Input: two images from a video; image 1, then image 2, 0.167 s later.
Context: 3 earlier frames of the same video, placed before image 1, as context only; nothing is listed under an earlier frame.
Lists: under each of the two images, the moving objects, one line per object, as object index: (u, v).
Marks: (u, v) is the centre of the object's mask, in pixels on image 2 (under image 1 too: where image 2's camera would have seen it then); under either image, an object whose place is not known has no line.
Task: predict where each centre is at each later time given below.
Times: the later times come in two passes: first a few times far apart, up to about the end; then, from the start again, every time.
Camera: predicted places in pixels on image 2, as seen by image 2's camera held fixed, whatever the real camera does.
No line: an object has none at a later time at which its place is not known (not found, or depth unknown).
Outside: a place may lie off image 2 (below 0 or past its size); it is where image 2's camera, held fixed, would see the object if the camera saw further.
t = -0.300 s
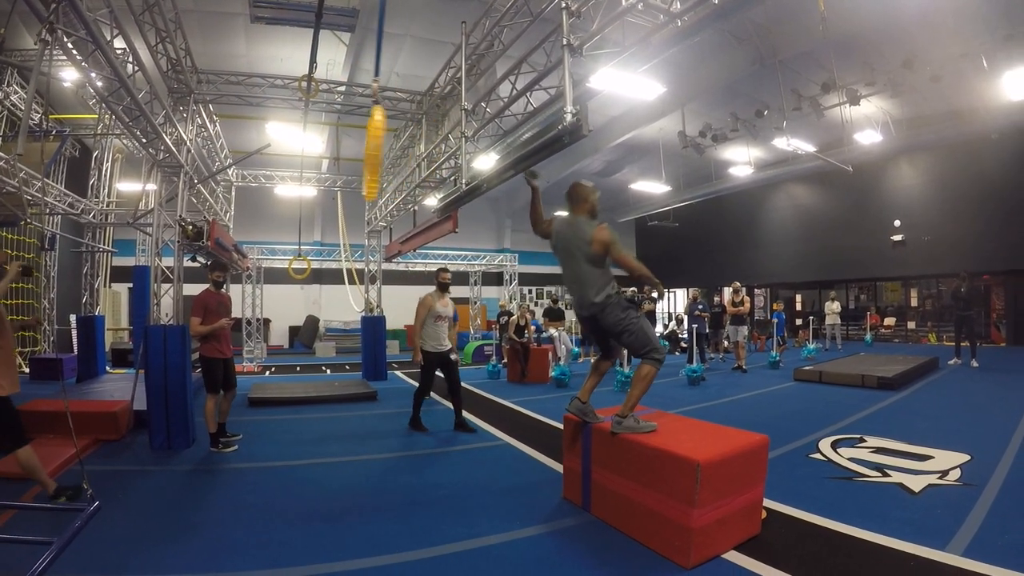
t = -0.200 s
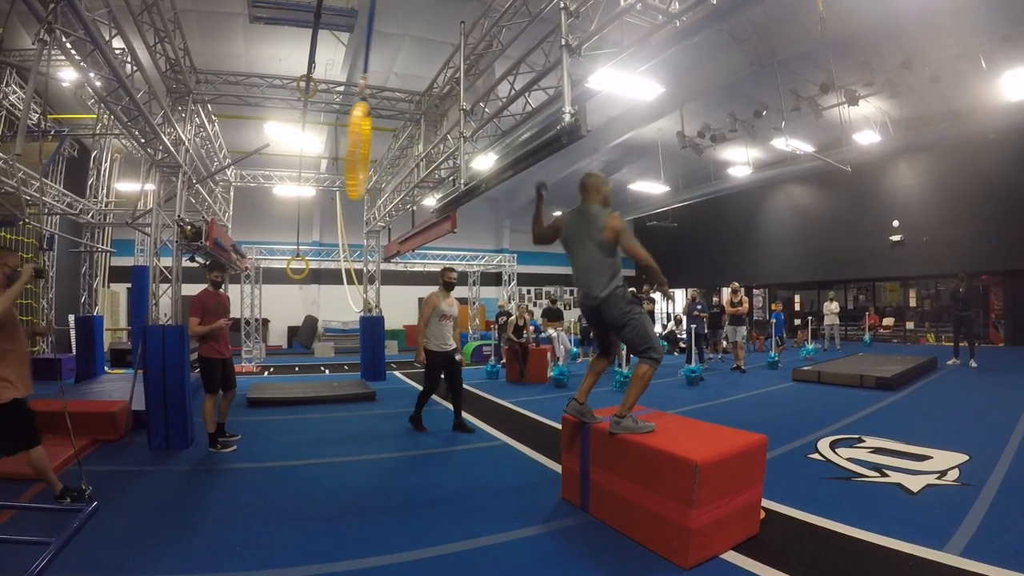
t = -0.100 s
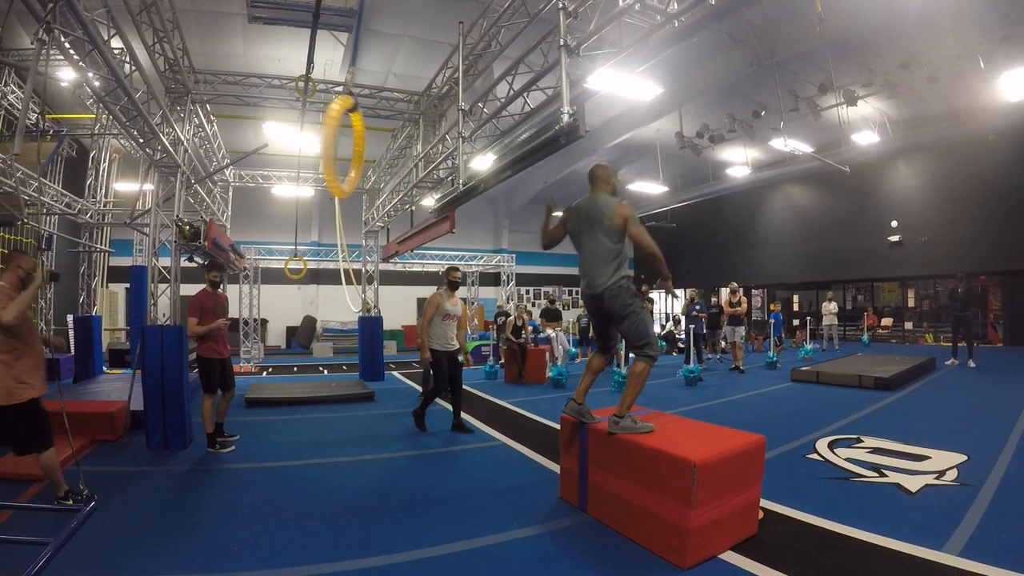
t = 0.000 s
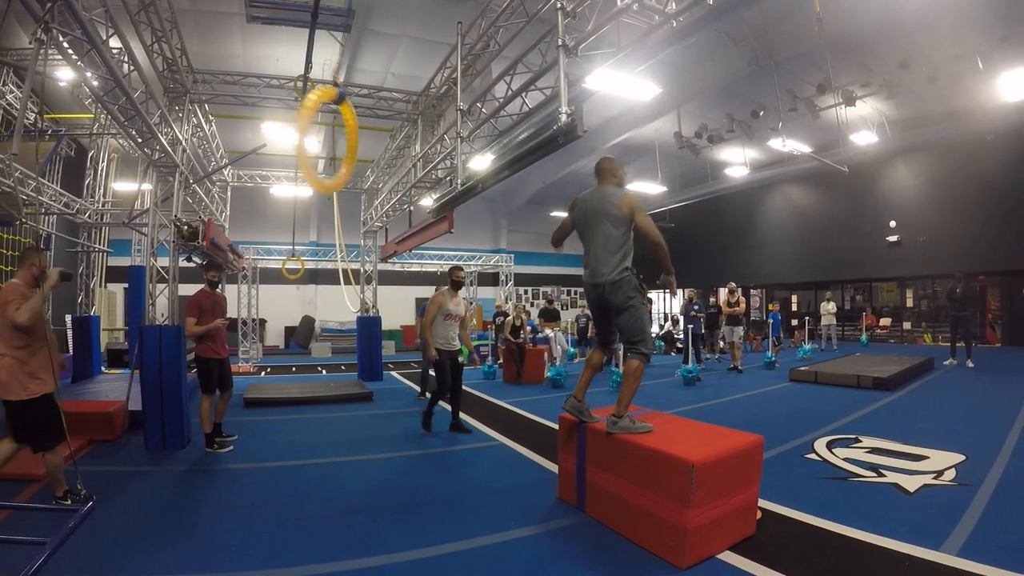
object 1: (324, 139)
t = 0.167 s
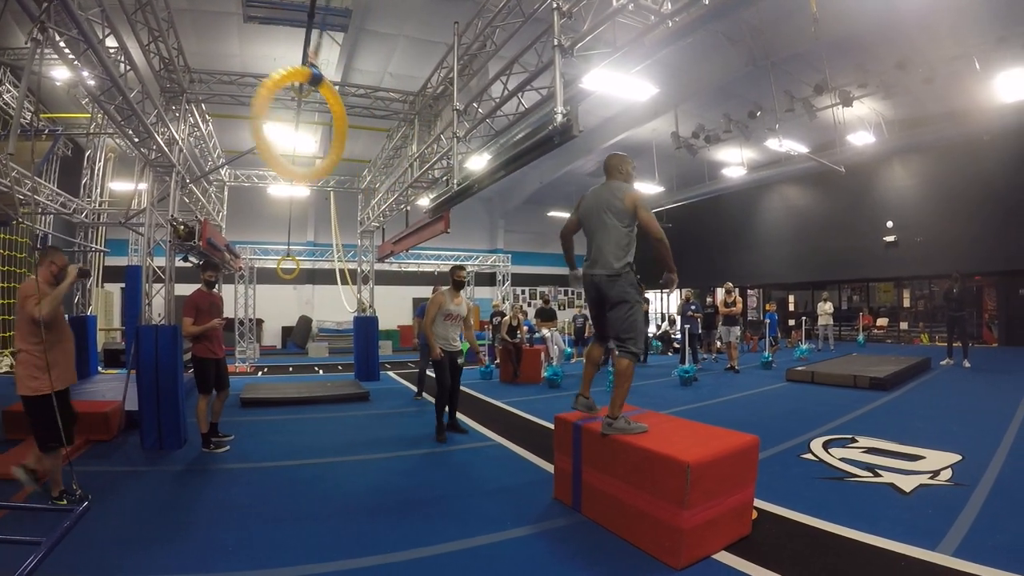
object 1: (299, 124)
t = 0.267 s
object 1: (287, 112)
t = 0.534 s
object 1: (271, 75)
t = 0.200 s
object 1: (295, 120)
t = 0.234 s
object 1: (290, 116)
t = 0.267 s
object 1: (287, 112)
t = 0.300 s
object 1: (283, 109)
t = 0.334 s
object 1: (280, 104)
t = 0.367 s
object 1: (277, 99)
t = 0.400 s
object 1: (274, 94)
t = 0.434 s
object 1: (272, 89)
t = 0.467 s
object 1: (271, 84)
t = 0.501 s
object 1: (271, 80)
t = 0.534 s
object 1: (271, 75)
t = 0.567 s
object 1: (272, 71)
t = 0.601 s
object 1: (274, 66)
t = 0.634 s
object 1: (277, 63)
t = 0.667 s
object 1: (280, 61)
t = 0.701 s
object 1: (284, 60)
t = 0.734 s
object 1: (288, 59)
